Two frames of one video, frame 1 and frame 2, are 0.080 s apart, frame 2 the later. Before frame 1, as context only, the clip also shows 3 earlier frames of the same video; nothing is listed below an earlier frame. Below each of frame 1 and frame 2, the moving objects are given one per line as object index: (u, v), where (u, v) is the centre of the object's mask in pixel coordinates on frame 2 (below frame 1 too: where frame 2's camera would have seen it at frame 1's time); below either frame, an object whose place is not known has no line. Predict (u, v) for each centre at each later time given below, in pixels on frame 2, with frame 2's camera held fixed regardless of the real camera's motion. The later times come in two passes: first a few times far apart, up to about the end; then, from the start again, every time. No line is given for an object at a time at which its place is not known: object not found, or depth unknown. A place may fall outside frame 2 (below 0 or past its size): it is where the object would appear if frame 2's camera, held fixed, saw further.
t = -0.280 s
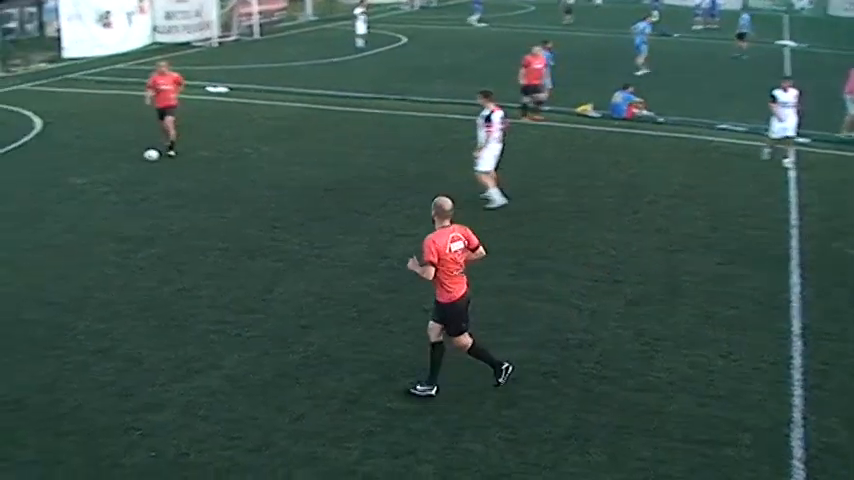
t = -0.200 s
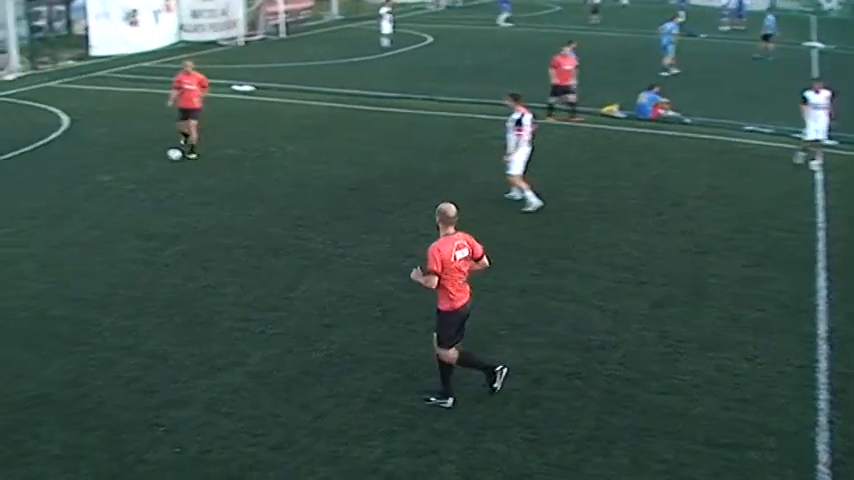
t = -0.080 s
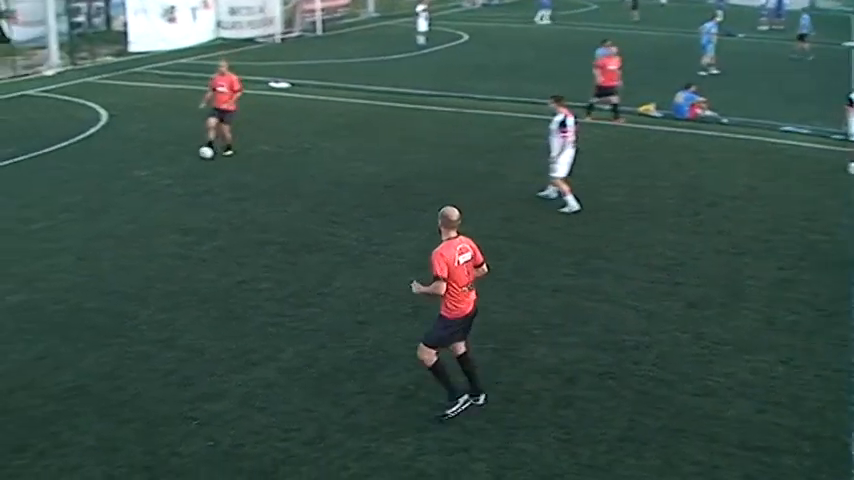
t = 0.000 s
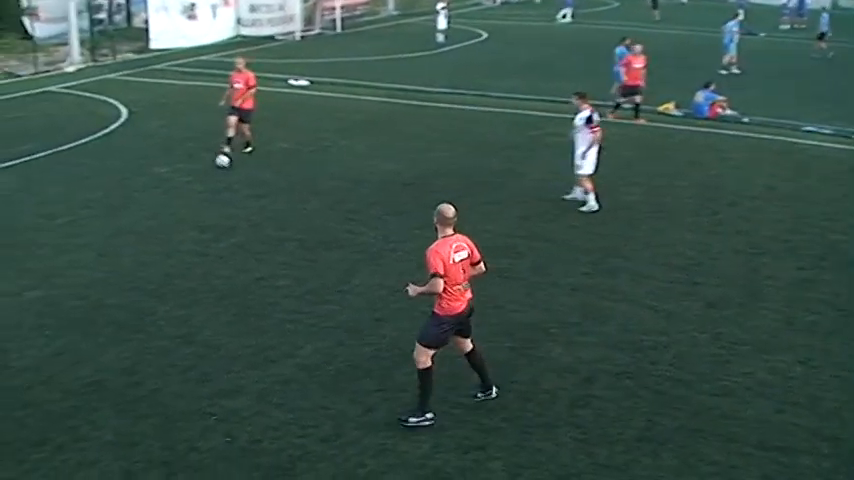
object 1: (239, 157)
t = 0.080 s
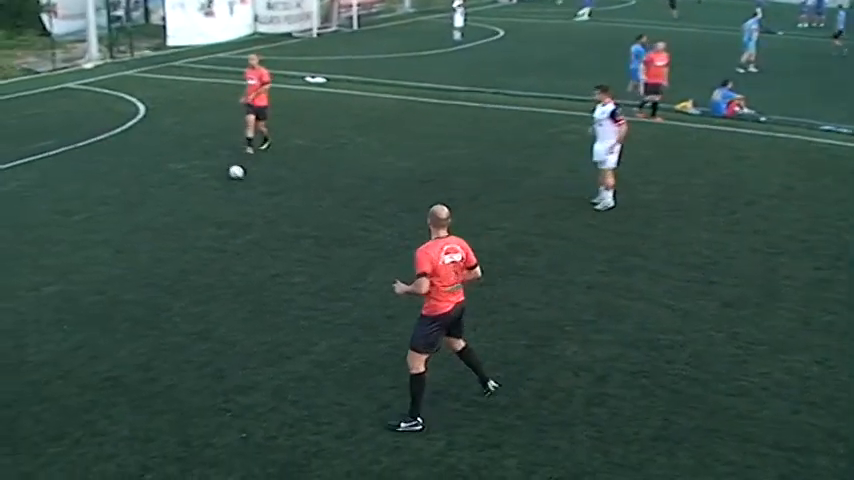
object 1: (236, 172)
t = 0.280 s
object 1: (229, 208)
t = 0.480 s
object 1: (222, 252)
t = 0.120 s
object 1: (235, 178)
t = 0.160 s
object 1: (233, 186)
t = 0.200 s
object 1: (232, 195)
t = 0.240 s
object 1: (230, 202)
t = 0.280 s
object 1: (229, 208)
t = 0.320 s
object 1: (227, 216)
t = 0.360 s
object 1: (226, 225)
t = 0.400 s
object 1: (224, 236)
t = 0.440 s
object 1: (223, 245)
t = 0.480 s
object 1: (222, 252)
